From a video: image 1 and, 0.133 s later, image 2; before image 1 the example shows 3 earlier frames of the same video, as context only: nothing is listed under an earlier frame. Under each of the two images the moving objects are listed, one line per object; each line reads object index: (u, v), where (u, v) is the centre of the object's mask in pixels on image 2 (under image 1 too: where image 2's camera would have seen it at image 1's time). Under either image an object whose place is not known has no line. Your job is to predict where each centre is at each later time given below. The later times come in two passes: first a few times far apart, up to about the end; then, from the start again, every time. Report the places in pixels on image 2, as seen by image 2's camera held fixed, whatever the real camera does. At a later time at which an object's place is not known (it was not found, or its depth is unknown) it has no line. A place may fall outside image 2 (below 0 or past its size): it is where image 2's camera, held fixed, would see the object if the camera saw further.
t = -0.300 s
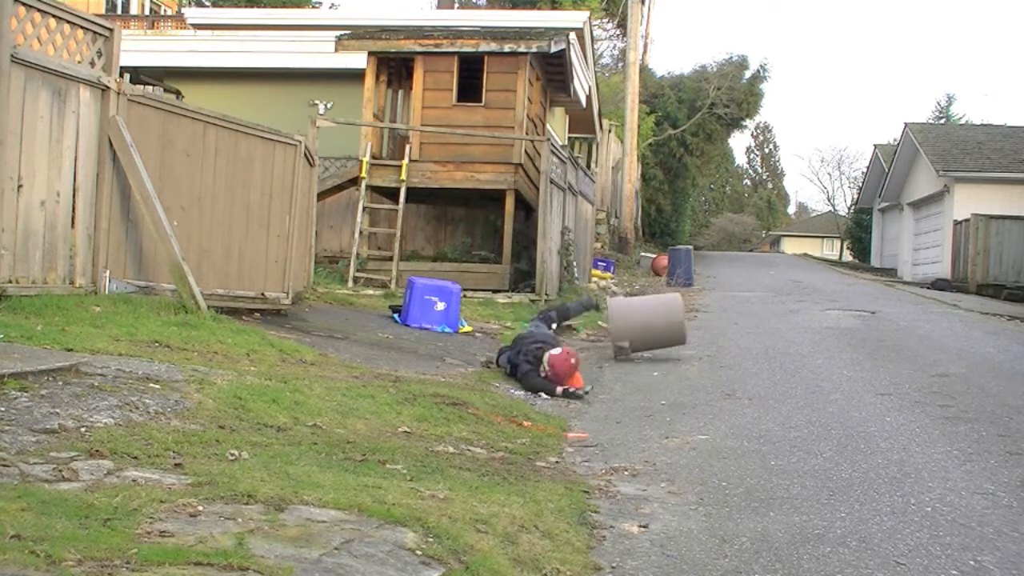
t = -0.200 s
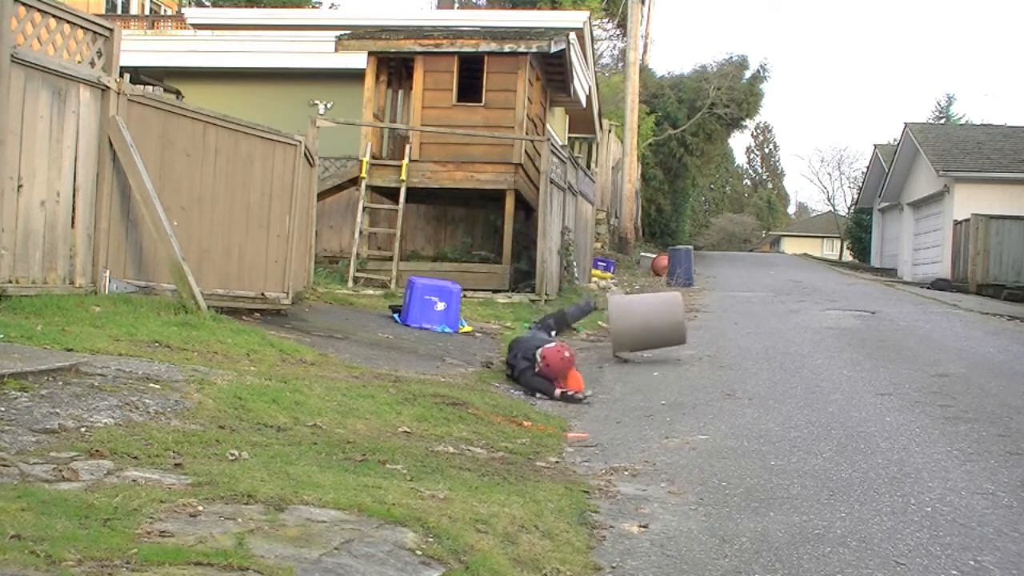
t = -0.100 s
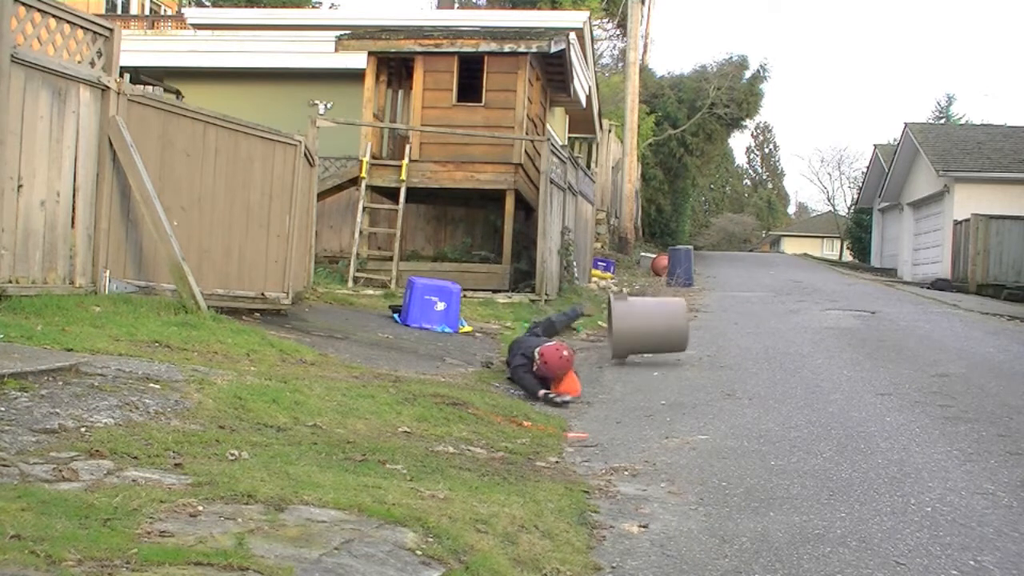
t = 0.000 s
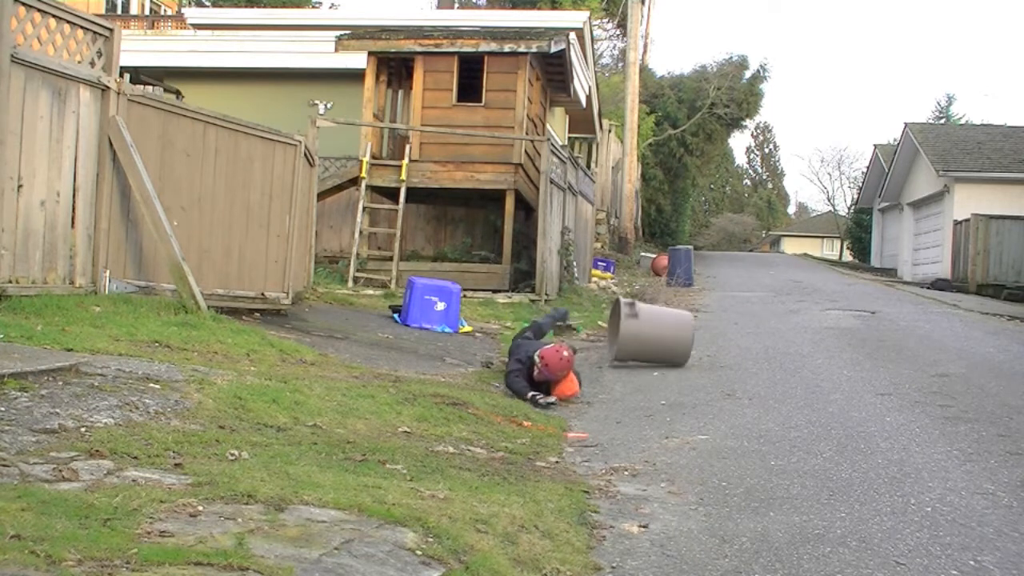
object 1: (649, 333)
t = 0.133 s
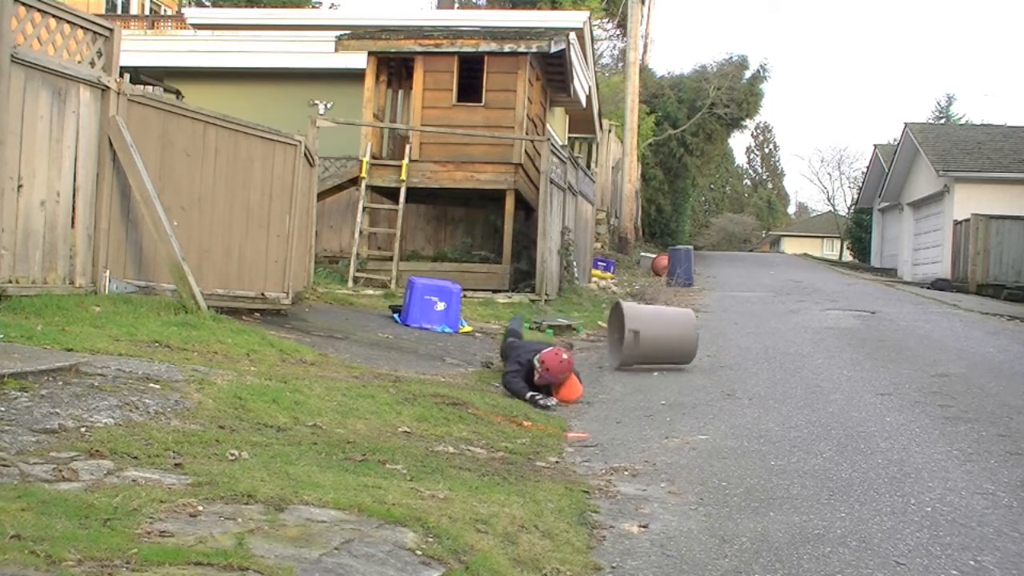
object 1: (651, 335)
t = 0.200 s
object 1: (653, 340)
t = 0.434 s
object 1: (663, 339)
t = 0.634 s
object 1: (679, 347)
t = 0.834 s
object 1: (703, 349)
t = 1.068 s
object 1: (732, 349)
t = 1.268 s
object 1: (755, 349)
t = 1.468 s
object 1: (778, 357)
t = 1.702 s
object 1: (807, 359)
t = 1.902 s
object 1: (832, 359)
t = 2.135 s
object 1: (854, 352)
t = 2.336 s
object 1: (865, 351)
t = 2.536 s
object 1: (872, 351)
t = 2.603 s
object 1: (874, 351)
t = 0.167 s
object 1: (652, 337)
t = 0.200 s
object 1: (653, 340)
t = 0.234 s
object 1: (653, 340)
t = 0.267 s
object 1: (654, 339)
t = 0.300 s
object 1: (655, 339)
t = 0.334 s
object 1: (657, 338)
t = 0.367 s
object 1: (659, 337)
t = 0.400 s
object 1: (661, 338)
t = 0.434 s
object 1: (663, 339)
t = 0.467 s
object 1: (664, 339)
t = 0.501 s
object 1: (667, 339)
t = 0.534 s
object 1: (670, 340)
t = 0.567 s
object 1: (673, 343)
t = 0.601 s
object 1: (676, 346)
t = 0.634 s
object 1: (679, 347)
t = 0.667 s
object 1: (682, 346)
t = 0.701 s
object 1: (686, 346)
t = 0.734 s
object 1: (690, 346)
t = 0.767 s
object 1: (695, 348)
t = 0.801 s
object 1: (699, 350)
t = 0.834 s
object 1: (703, 349)
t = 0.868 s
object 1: (707, 350)
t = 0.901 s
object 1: (712, 351)
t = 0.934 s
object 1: (716, 350)
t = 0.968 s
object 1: (720, 349)
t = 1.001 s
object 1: (725, 346)
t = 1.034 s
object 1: (728, 348)
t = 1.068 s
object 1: (732, 349)
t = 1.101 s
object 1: (736, 348)
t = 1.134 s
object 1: (740, 348)
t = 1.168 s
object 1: (744, 348)
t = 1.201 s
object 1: (747, 348)
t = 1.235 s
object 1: (751, 348)
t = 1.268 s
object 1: (755, 349)
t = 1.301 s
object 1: (759, 350)
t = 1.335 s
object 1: (763, 351)
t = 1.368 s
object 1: (767, 353)
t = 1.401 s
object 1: (770, 355)
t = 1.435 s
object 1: (774, 357)
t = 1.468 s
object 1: (778, 357)
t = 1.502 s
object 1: (782, 357)
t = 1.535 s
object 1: (786, 358)
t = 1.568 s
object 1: (790, 358)
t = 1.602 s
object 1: (795, 358)
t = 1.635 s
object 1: (798, 359)
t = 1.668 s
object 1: (803, 359)
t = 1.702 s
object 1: (807, 359)
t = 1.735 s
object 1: (811, 359)
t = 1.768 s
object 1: (816, 360)
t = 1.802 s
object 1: (820, 360)
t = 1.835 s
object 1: (824, 360)
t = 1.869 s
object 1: (828, 360)
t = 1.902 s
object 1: (832, 359)
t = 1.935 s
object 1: (836, 357)
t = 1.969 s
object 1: (841, 356)
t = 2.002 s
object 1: (844, 354)
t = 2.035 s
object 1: (847, 353)
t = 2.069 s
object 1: (850, 353)
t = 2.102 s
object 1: (852, 353)
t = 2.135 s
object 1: (854, 352)
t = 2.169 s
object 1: (856, 351)
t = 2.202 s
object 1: (858, 351)
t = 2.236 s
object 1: (860, 351)
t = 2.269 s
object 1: (862, 351)
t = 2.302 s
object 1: (863, 351)
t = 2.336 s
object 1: (865, 351)
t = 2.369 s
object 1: (866, 351)
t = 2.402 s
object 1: (867, 351)
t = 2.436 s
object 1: (869, 351)
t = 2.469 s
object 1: (870, 351)
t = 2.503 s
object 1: (871, 351)
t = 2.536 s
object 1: (872, 351)
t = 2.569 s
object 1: (873, 351)
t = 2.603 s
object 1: (874, 351)
